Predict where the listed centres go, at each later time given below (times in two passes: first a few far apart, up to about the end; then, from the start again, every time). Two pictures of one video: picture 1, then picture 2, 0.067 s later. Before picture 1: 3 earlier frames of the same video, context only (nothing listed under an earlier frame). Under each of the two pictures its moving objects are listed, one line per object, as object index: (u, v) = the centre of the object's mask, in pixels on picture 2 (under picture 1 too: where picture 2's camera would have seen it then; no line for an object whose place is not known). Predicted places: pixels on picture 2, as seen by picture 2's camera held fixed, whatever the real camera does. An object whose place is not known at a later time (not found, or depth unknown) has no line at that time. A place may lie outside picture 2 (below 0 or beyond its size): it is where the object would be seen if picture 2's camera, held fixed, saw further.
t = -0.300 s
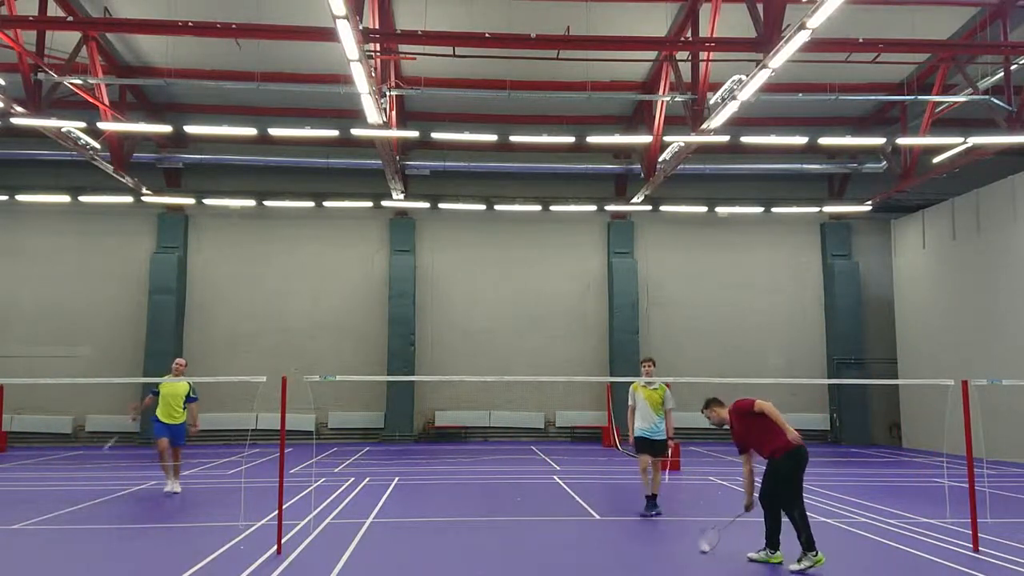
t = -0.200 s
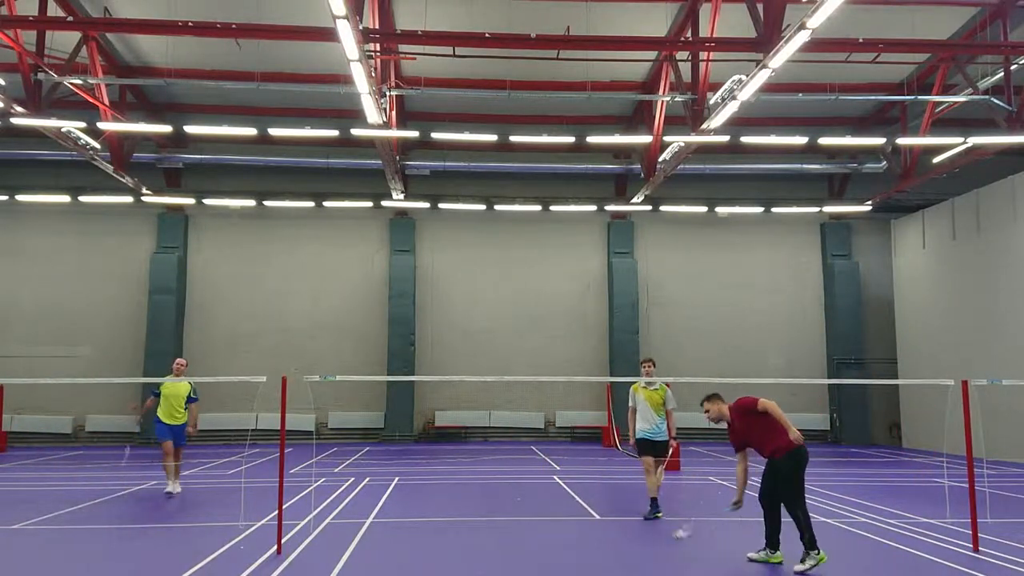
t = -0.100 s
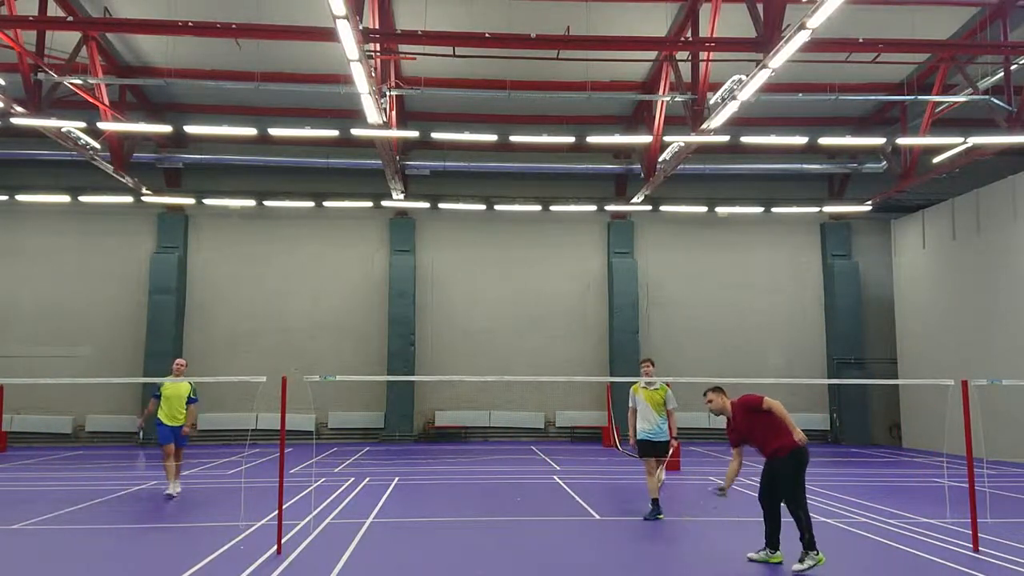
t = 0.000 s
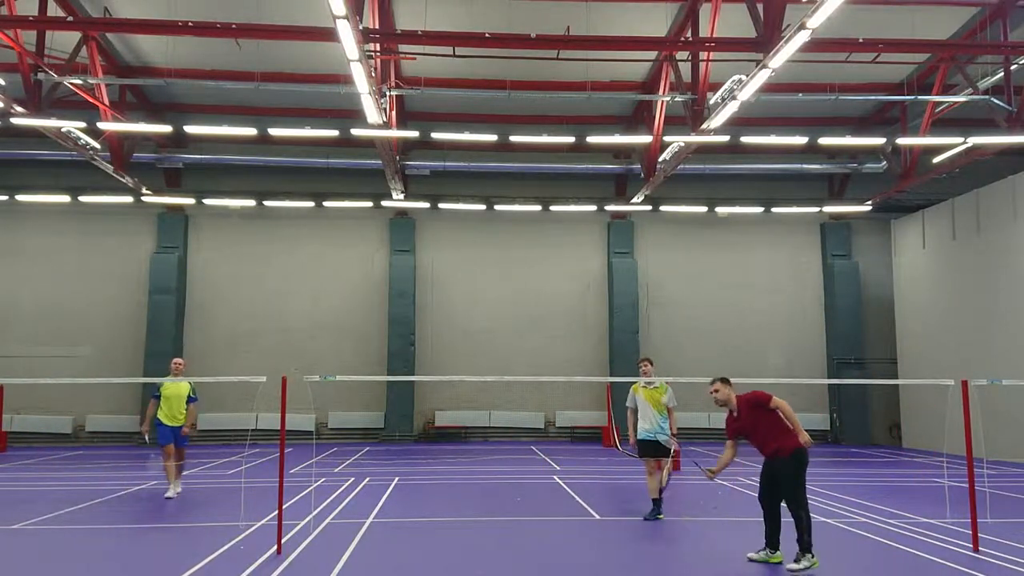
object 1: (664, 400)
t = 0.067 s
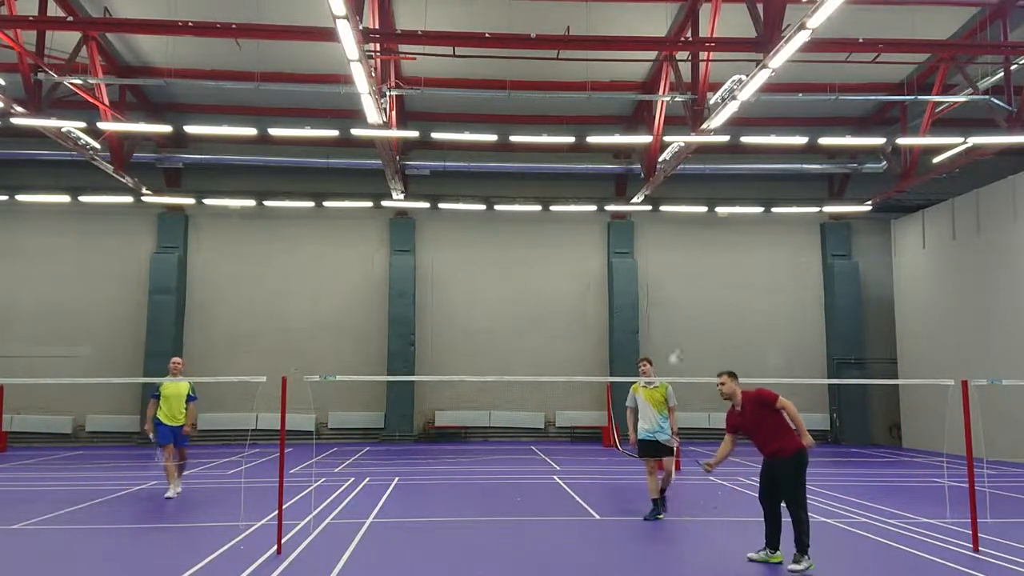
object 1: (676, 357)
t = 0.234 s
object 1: (696, 287)
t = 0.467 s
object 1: (723, 246)
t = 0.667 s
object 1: (747, 256)
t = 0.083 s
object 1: (676, 349)
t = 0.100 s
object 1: (679, 340)
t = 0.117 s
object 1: (681, 334)
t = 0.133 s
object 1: (684, 325)
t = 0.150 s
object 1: (686, 318)
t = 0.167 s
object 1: (688, 313)
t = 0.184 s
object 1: (691, 307)
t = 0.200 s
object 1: (692, 300)
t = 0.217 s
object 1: (694, 294)
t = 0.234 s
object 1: (696, 287)
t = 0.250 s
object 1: (699, 281)
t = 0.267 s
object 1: (700, 275)
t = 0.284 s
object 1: (702, 273)
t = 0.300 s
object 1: (703, 270)
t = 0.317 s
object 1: (704, 268)
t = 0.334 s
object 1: (706, 265)
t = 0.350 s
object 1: (709, 259)
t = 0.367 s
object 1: (711, 256)
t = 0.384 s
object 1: (713, 255)
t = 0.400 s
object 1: (714, 253)
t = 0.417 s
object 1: (716, 251)
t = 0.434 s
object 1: (719, 247)
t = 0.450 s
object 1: (721, 247)
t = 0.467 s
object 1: (723, 246)
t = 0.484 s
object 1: (725, 245)
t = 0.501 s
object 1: (727, 245)
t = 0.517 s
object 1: (728, 245)
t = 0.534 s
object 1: (730, 245)
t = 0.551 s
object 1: (732, 246)
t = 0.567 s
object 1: (734, 246)
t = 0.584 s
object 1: (736, 247)
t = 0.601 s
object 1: (738, 248)
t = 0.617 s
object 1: (740, 250)
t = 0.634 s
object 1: (743, 252)
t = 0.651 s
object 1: (745, 254)
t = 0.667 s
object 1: (747, 256)
